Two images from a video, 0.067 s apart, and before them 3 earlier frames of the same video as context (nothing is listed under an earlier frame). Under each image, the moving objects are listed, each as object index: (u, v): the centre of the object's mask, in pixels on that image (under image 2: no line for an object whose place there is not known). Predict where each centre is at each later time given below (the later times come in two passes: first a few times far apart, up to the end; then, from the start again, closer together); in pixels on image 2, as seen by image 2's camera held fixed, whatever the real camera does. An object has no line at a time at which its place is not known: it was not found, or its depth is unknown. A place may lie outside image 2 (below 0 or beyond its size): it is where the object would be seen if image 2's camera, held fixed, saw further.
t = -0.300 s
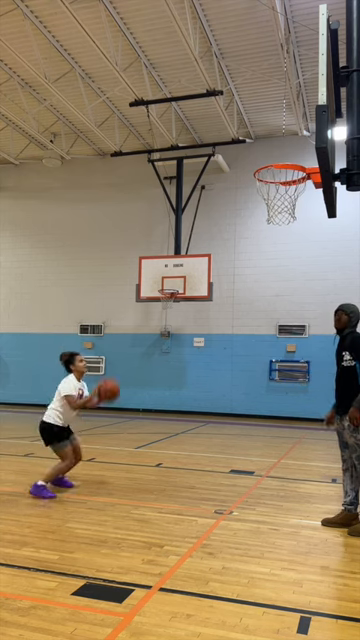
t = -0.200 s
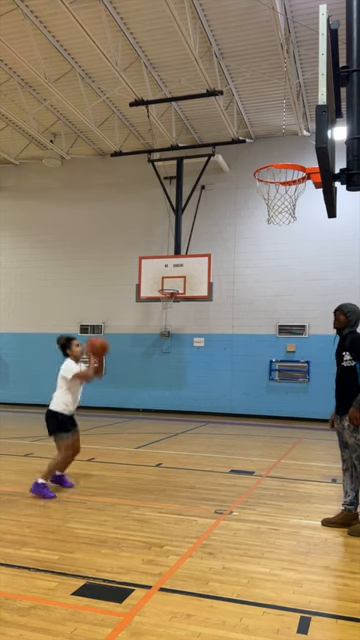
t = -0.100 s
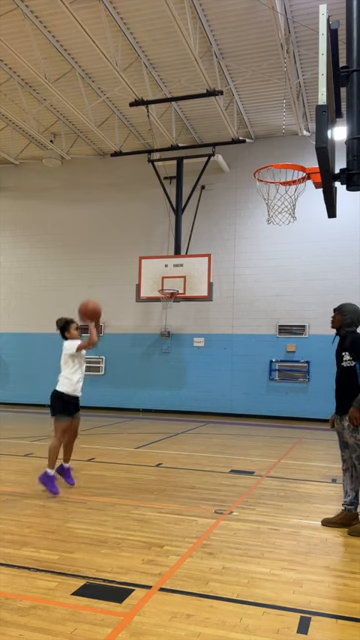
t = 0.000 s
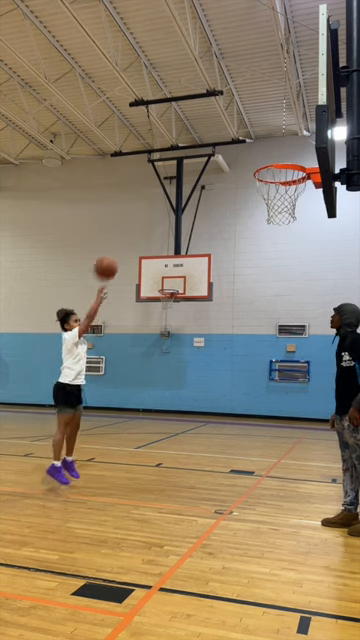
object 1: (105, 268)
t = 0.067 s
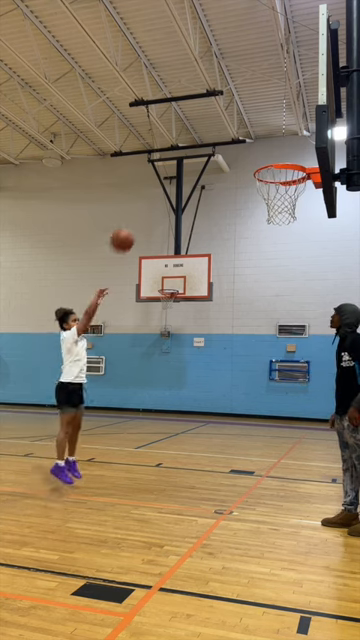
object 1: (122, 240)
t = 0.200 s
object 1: (156, 194)
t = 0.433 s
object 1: (218, 153)
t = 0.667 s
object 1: (282, 162)
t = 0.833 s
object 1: (271, 209)
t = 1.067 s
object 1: (250, 228)
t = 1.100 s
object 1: (248, 234)
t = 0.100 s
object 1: (130, 228)
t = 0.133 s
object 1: (139, 216)
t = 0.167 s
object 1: (147, 205)
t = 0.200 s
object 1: (156, 194)
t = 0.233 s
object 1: (164, 186)
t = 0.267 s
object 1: (173, 178)
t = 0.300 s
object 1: (181, 171)
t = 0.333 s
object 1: (190, 165)
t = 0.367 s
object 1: (199, 160)
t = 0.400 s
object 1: (208, 156)
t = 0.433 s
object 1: (218, 153)
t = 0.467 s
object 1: (226, 152)
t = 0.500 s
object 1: (236, 151)
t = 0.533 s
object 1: (244, 151)
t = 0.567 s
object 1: (253, 153)
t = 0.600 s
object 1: (263, 155)
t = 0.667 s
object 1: (282, 162)
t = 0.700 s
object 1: (292, 173)
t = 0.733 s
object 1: (290, 180)
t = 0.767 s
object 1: (284, 189)
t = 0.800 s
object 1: (276, 201)
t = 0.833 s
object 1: (271, 209)
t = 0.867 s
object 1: (267, 210)
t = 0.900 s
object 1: (264, 211)
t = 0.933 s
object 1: (261, 212)
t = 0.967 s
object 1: (258, 214)
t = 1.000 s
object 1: (256, 218)
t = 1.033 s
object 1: (253, 222)
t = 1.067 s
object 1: (250, 228)
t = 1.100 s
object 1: (248, 234)
